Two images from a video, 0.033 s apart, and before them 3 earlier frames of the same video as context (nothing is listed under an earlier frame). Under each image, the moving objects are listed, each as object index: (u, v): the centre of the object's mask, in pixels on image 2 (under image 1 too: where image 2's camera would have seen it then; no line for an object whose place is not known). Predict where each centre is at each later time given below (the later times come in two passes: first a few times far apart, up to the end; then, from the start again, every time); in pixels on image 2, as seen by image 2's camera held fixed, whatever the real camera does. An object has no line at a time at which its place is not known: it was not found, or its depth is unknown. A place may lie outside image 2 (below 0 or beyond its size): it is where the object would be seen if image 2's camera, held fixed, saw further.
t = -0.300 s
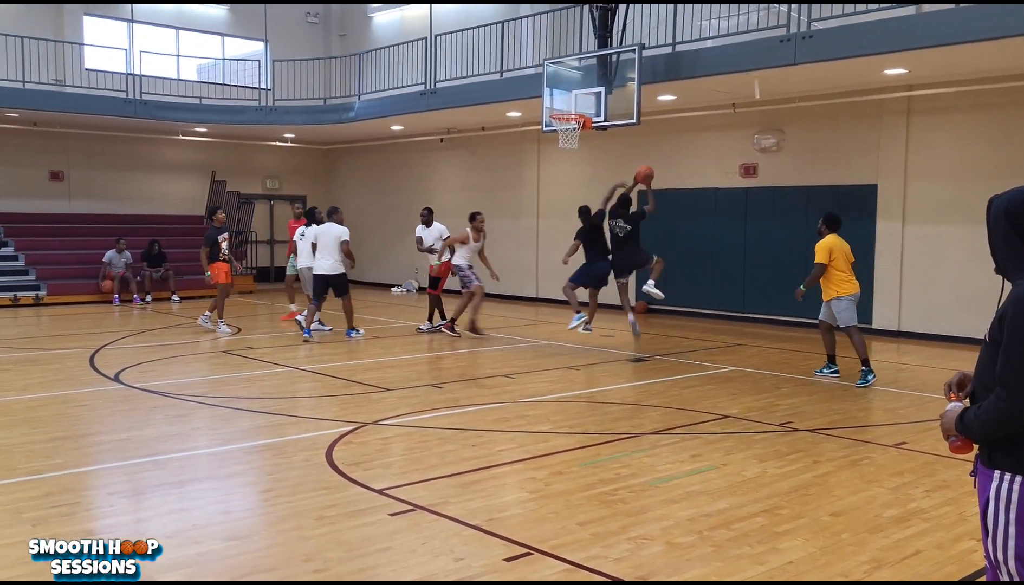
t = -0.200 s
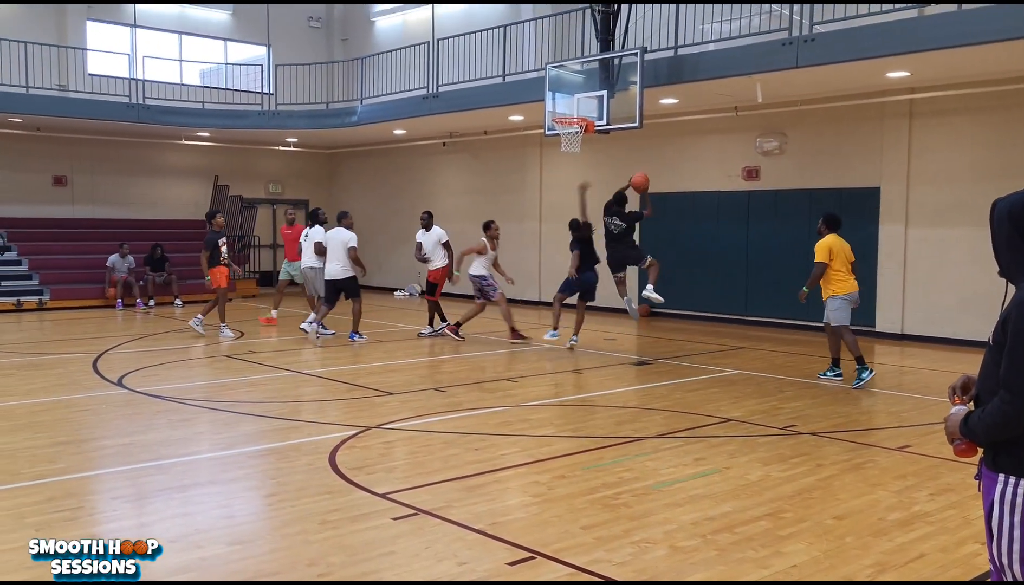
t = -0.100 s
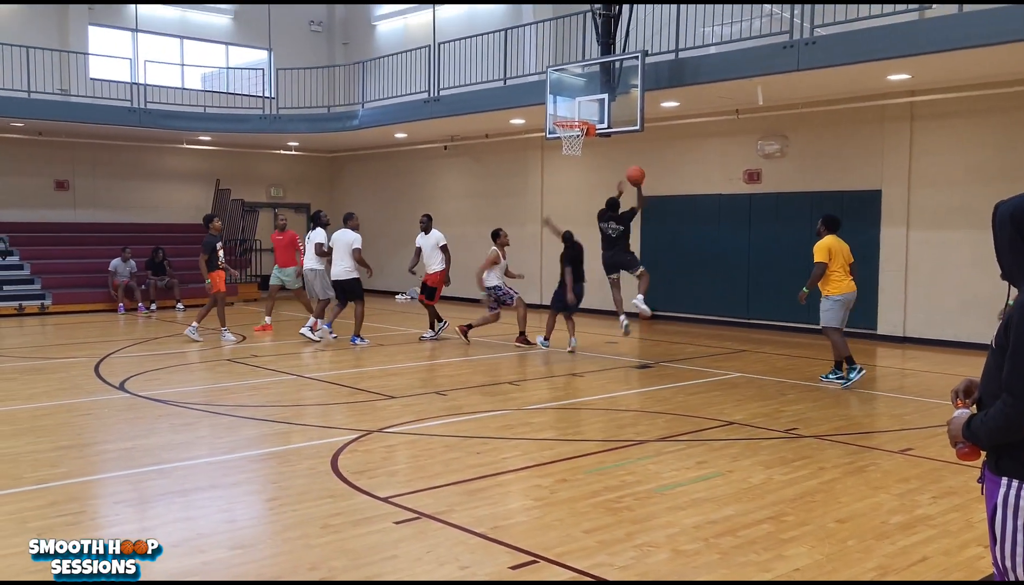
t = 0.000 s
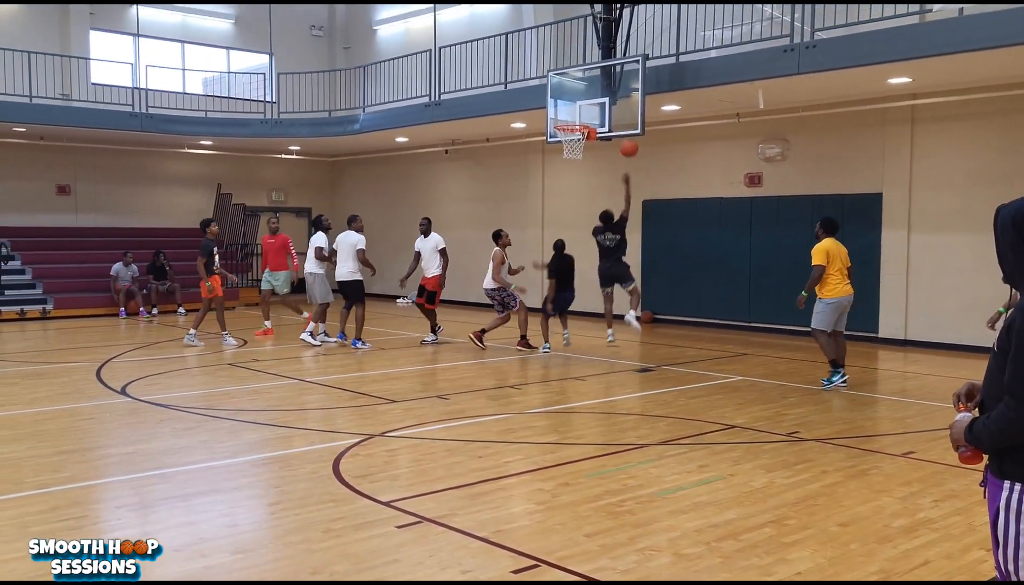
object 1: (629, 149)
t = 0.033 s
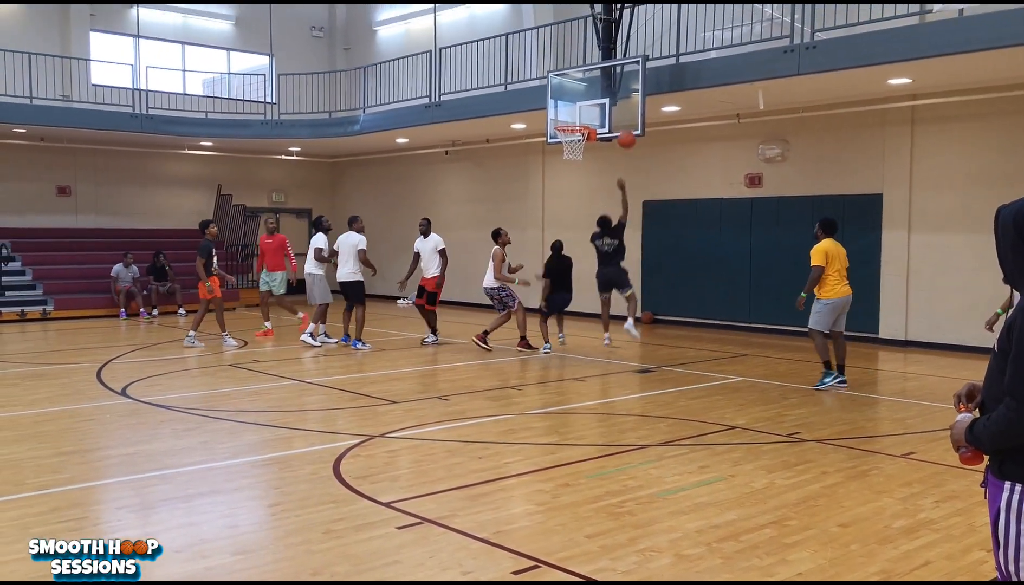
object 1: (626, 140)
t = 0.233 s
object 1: (611, 104)
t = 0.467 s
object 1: (590, 114)
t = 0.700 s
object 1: (581, 112)
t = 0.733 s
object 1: (580, 114)
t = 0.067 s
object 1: (624, 131)
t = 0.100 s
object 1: (621, 124)
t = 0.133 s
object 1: (618, 117)
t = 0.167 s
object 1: (616, 111)
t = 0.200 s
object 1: (614, 107)
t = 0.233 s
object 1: (611, 104)
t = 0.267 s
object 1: (607, 103)
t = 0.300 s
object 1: (605, 103)
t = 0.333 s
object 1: (602, 104)
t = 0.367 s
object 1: (598, 106)
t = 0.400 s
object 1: (596, 107)
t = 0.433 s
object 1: (593, 110)
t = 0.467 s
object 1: (590, 114)
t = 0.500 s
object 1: (587, 117)
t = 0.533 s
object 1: (586, 115)
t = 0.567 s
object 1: (585, 113)
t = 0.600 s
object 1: (584, 111)
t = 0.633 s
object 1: (583, 111)
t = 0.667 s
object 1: (582, 111)
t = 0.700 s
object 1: (581, 112)
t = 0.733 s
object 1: (580, 114)
